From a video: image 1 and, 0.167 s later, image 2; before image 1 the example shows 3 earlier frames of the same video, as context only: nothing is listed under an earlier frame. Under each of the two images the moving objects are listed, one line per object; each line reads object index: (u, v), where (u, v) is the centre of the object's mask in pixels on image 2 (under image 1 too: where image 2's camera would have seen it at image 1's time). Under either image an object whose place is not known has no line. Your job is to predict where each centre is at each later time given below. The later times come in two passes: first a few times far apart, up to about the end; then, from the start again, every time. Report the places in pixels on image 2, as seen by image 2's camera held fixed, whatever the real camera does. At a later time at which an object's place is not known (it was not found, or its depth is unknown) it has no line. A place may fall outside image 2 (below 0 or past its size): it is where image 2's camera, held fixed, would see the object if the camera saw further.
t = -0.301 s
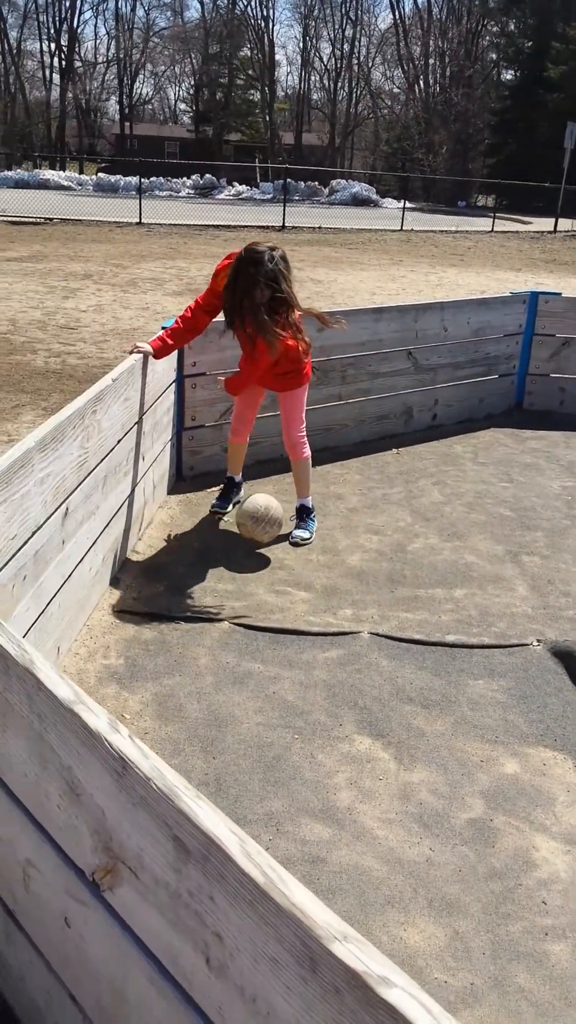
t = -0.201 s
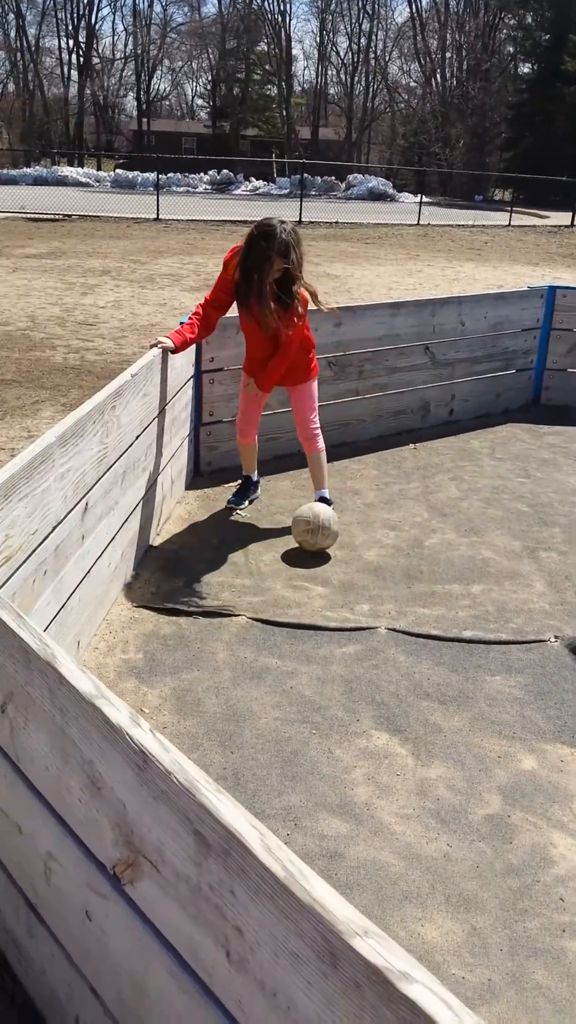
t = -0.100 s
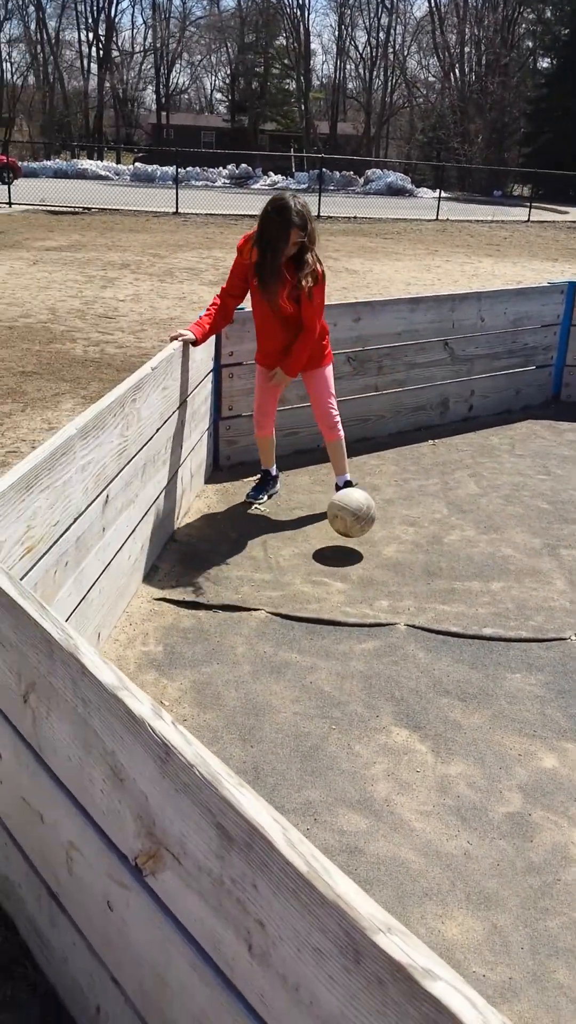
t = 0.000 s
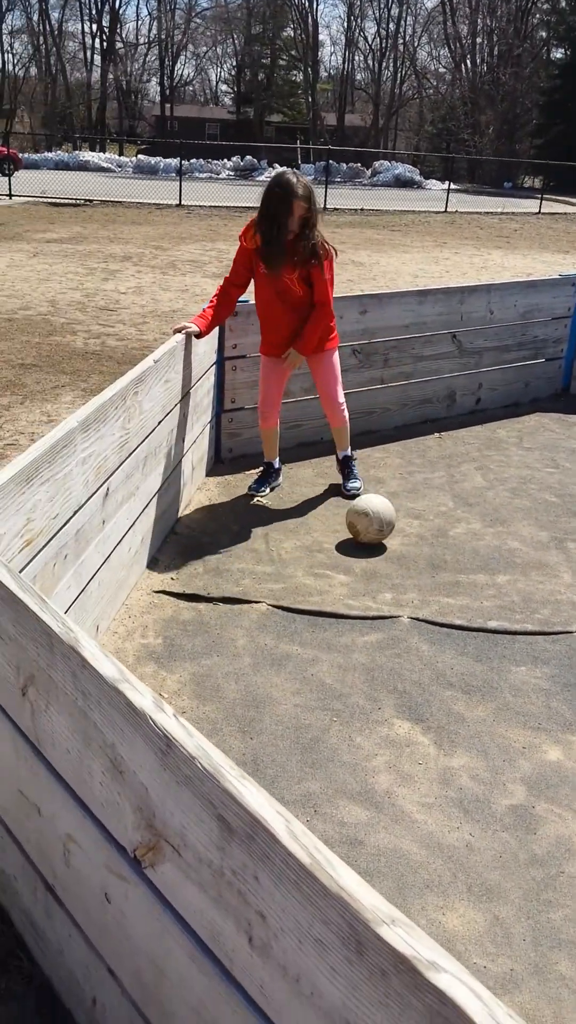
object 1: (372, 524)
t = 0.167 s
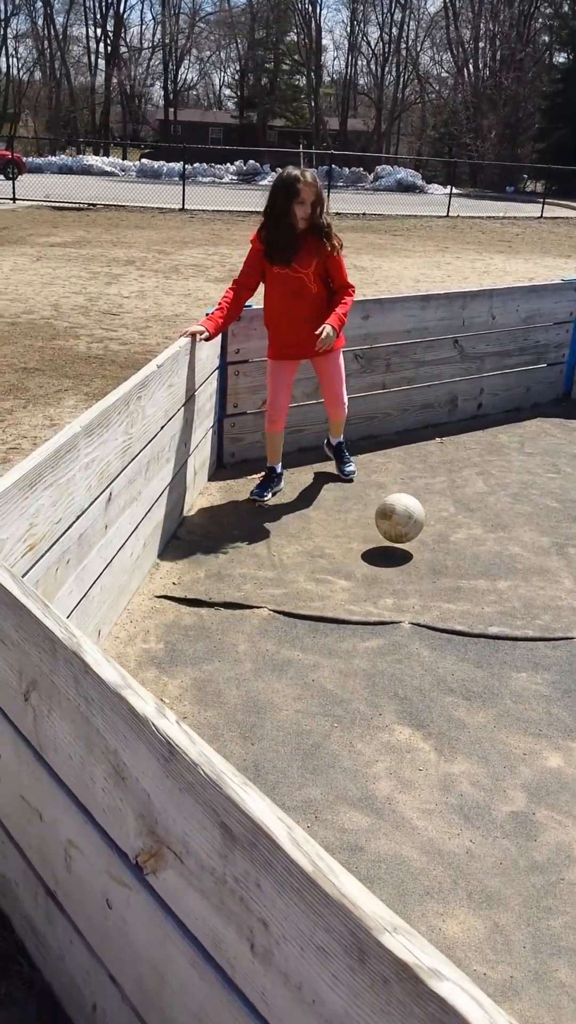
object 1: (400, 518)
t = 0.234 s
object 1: (409, 528)
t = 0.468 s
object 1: (447, 525)
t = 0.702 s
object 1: (480, 524)
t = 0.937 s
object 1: (511, 524)
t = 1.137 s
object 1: (534, 521)
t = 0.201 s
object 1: (405, 522)
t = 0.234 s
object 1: (409, 528)
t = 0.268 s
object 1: (415, 528)
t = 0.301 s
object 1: (421, 524)
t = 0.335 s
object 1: (426, 522)
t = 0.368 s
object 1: (431, 522)
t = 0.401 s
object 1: (437, 525)
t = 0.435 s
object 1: (441, 529)
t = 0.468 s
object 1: (447, 525)
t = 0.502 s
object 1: (451, 523)
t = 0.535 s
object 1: (456, 522)
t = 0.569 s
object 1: (461, 524)
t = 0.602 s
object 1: (465, 527)
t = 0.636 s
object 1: (470, 524)
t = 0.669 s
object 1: (475, 523)
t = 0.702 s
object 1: (480, 524)
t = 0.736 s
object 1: (484, 527)
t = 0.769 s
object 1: (489, 525)
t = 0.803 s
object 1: (493, 524)
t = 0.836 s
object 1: (498, 525)
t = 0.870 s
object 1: (502, 525)
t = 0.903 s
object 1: (507, 524)
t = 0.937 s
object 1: (511, 524)
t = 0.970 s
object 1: (515, 525)
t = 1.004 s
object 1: (519, 523)
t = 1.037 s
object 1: (523, 523)
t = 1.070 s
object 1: (527, 522)
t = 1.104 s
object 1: (531, 521)
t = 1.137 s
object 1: (534, 521)
